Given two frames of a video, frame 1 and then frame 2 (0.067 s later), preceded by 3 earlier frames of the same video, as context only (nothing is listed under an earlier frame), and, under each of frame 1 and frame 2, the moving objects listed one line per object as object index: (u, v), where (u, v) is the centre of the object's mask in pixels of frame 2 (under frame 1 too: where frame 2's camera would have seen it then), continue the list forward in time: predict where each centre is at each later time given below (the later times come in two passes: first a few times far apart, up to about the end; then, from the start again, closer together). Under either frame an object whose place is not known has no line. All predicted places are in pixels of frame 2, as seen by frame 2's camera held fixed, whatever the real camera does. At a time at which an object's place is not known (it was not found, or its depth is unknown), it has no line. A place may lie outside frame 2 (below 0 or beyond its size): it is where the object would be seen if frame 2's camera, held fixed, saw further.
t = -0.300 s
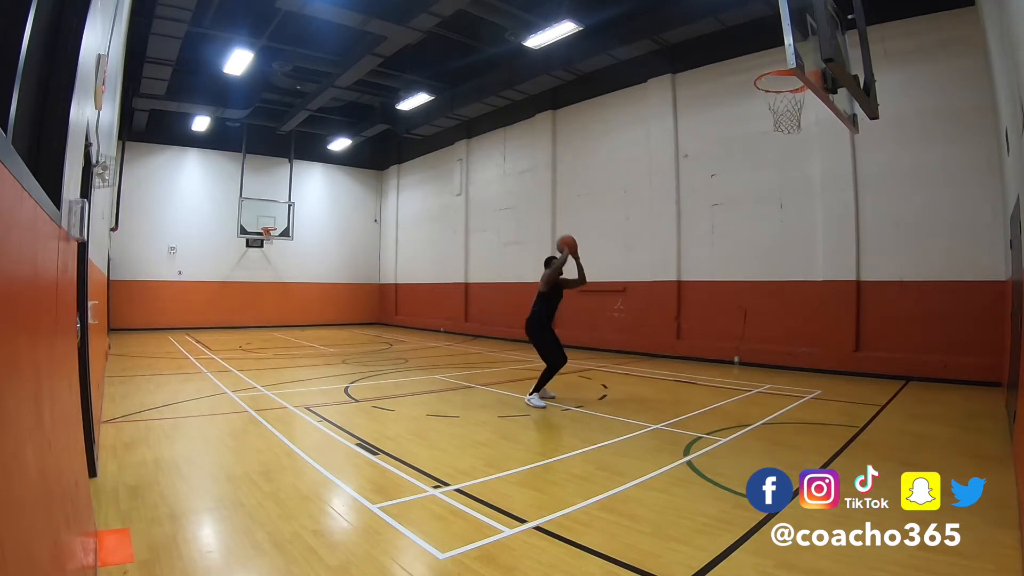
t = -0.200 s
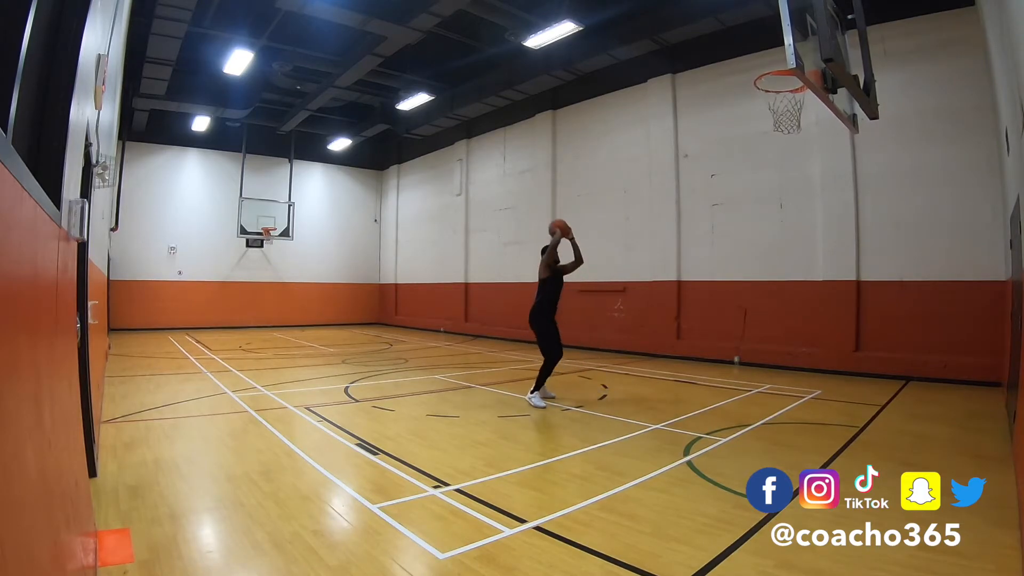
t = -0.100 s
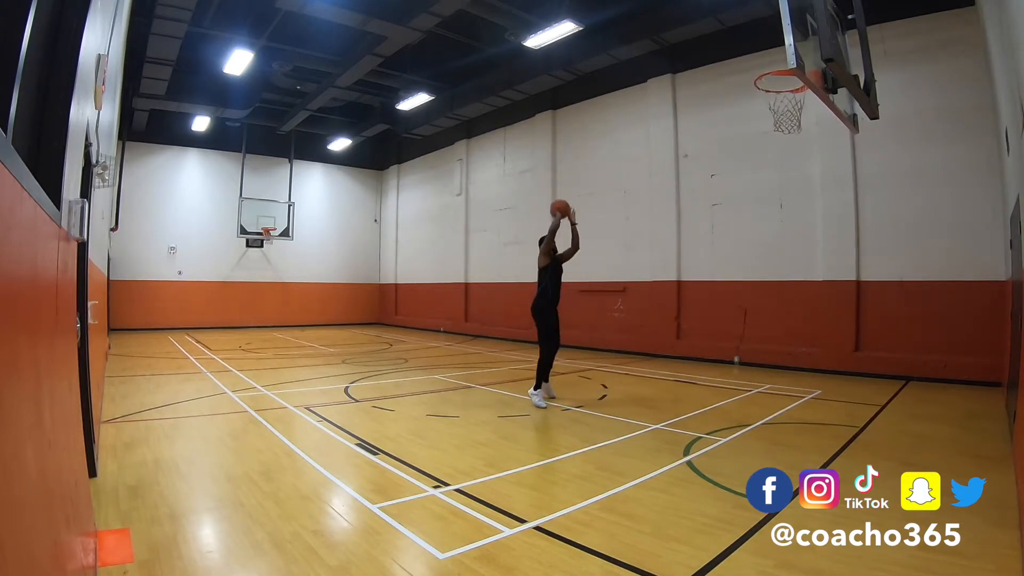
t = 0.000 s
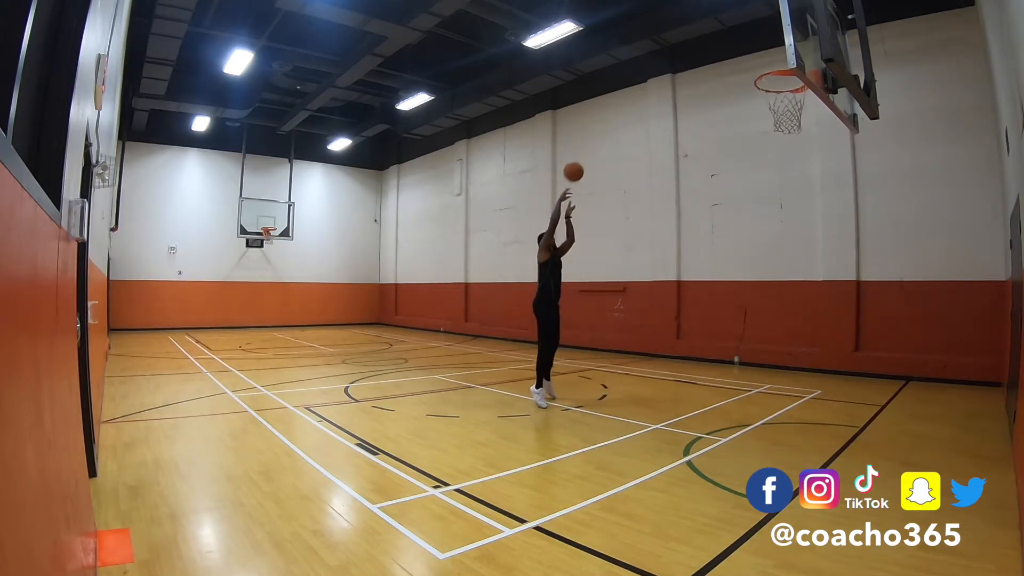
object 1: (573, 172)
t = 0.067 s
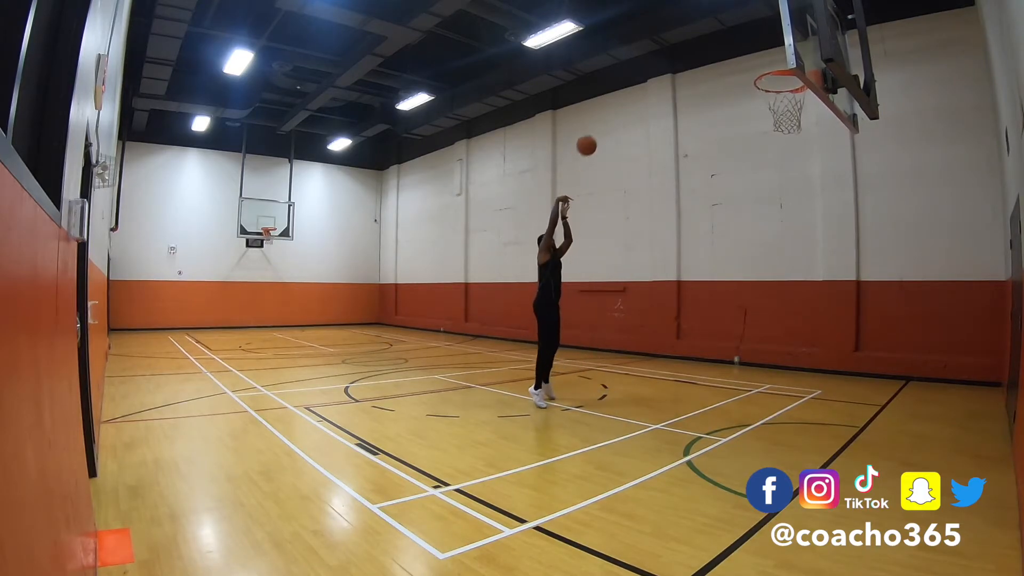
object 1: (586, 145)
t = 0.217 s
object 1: (617, 97)
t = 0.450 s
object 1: (670, 57)
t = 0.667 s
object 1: (729, 60)
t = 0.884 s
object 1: (774, 62)
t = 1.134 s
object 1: (784, 59)
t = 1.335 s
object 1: (777, 57)
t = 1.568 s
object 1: (779, 85)
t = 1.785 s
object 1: (789, 121)
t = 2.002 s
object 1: (800, 198)
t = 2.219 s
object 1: (808, 338)
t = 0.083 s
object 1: (589, 139)
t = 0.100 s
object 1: (593, 133)
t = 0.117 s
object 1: (596, 128)
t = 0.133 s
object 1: (600, 122)
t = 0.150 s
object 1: (603, 117)
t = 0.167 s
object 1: (607, 112)
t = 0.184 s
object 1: (610, 107)
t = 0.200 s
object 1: (614, 102)
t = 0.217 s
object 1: (617, 97)
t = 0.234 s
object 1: (620, 93)
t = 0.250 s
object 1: (624, 89)
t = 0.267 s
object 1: (628, 85)
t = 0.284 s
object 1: (632, 81)
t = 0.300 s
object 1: (635, 78)
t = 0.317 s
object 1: (639, 74)
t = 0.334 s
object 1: (643, 72)
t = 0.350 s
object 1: (646, 69)
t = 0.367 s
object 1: (650, 66)
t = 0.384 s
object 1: (654, 64)
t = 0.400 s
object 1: (658, 62)
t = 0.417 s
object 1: (662, 60)
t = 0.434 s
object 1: (666, 58)
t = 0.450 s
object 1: (670, 57)
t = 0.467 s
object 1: (674, 55)
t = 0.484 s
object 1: (678, 54)
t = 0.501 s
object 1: (682, 54)
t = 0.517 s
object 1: (687, 53)
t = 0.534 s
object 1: (691, 53)
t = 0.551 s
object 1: (696, 53)
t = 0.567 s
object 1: (700, 53)
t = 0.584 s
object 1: (705, 54)
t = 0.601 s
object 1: (709, 54)
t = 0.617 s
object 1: (714, 55)
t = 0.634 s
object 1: (719, 57)
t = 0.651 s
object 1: (724, 58)
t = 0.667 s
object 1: (729, 60)
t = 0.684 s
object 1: (734, 62)
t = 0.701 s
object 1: (739, 65)
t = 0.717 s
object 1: (744, 68)
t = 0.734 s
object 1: (749, 71)
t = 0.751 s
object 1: (754, 74)
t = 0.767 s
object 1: (758, 75)
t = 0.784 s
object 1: (760, 73)
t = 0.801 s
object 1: (763, 72)
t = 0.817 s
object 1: (765, 70)
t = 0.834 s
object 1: (767, 68)
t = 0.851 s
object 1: (769, 66)
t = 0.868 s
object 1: (771, 65)
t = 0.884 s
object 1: (774, 62)
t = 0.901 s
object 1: (776, 61)
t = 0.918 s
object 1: (777, 61)
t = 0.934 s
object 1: (778, 61)
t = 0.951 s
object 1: (779, 61)
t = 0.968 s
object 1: (780, 61)
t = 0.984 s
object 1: (783, 65)
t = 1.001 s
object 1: (783, 63)
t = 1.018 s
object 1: (792, 78)
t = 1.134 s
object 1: (784, 59)
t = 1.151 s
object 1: (783, 57)
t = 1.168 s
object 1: (782, 56)
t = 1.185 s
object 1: (782, 54)
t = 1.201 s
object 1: (781, 53)
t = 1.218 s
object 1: (780, 53)
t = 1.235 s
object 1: (780, 53)
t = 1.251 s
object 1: (779, 53)
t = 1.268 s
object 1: (779, 53)
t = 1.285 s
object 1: (778, 54)
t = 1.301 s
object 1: (778, 55)
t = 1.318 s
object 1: (778, 56)
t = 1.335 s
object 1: (777, 57)
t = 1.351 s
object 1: (777, 58)
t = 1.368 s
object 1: (776, 59)
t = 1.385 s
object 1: (776, 61)
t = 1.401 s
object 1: (775, 62)
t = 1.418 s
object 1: (775, 65)
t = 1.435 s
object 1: (776, 66)
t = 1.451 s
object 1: (776, 68)
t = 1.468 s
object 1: (776, 69)
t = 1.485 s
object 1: (776, 70)
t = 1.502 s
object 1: (778, 76)
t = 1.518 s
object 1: (777, 76)
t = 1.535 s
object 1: (778, 79)
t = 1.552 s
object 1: (778, 82)
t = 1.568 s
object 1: (779, 85)
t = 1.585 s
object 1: (780, 87)
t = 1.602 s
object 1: (780, 89)
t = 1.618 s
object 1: (780, 92)
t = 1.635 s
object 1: (781, 94)
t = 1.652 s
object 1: (782, 97)
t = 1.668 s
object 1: (783, 100)
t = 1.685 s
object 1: (784, 103)
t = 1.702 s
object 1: (785, 105)
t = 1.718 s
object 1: (786, 108)
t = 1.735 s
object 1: (787, 111)
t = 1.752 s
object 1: (788, 114)
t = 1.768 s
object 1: (789, 118)
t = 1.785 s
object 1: (789, 121)
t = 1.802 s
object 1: (790, 125)
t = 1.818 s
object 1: (791, 130)
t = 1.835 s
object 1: (791, 134)
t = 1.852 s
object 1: (792, 139)
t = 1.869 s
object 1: (793, 144)
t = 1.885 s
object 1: (794, 149)
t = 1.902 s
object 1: (794, 155)
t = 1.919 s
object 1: (795, 162)
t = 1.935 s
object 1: (796, 168)
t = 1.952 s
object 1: (797, 175)
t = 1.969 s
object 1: (798, 183)
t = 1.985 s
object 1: (799, 191)
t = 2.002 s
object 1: (800, 198)
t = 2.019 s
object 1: (800, 207)
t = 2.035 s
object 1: (801, 216)
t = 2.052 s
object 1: (802, 225)
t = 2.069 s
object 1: (803, 234)
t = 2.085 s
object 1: (803, 245)
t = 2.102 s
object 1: (804, 255)
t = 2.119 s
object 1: (804, 266)
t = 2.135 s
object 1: (805, 276)
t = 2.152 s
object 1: (807, 287)
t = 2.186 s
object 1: (808, 312)
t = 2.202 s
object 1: (807, 325)
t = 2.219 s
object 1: (808, 338)
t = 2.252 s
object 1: (807, 364)
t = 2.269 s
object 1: (807, 378)
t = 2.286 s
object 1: (807, 394)
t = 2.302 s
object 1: (806, 407)
